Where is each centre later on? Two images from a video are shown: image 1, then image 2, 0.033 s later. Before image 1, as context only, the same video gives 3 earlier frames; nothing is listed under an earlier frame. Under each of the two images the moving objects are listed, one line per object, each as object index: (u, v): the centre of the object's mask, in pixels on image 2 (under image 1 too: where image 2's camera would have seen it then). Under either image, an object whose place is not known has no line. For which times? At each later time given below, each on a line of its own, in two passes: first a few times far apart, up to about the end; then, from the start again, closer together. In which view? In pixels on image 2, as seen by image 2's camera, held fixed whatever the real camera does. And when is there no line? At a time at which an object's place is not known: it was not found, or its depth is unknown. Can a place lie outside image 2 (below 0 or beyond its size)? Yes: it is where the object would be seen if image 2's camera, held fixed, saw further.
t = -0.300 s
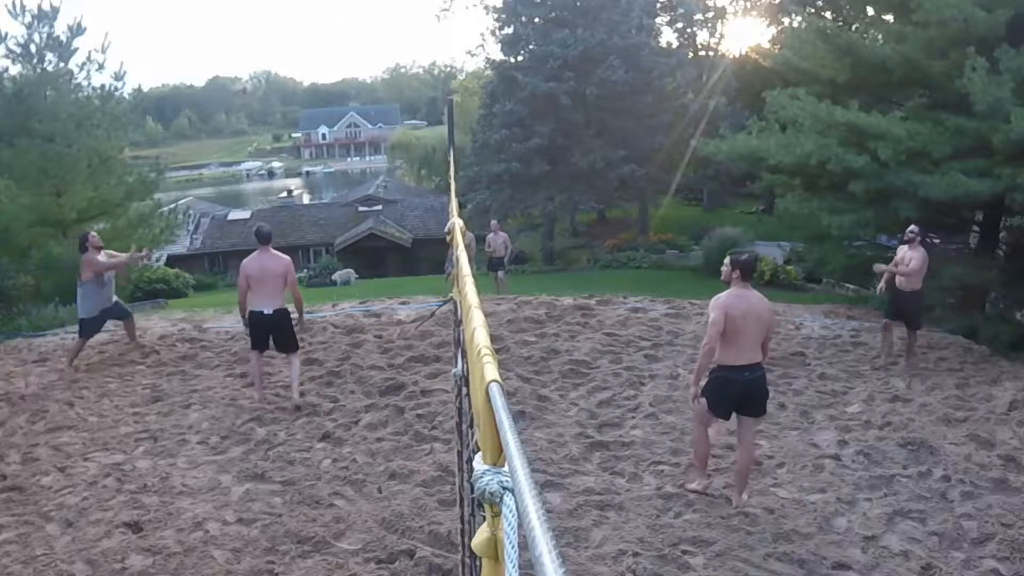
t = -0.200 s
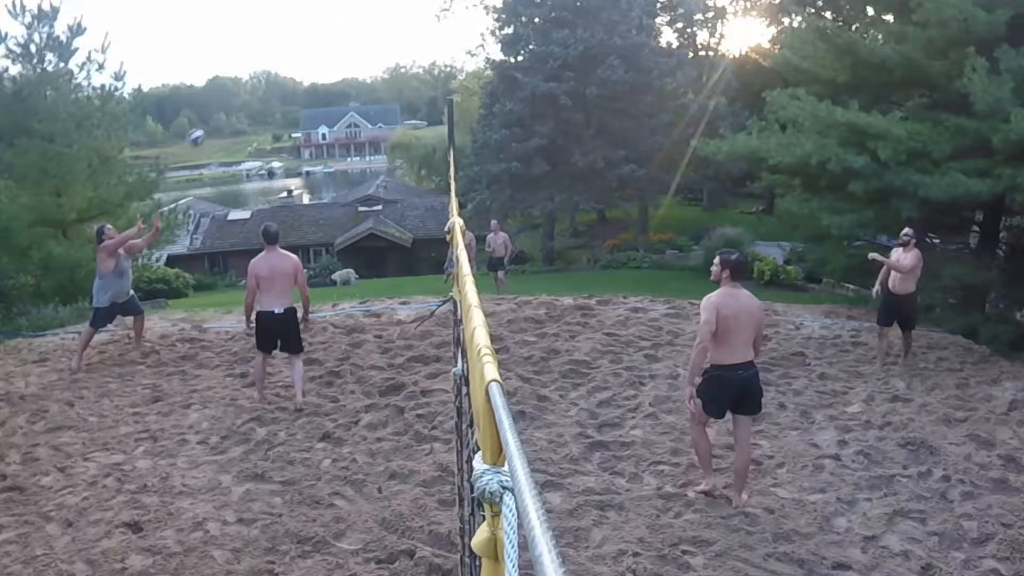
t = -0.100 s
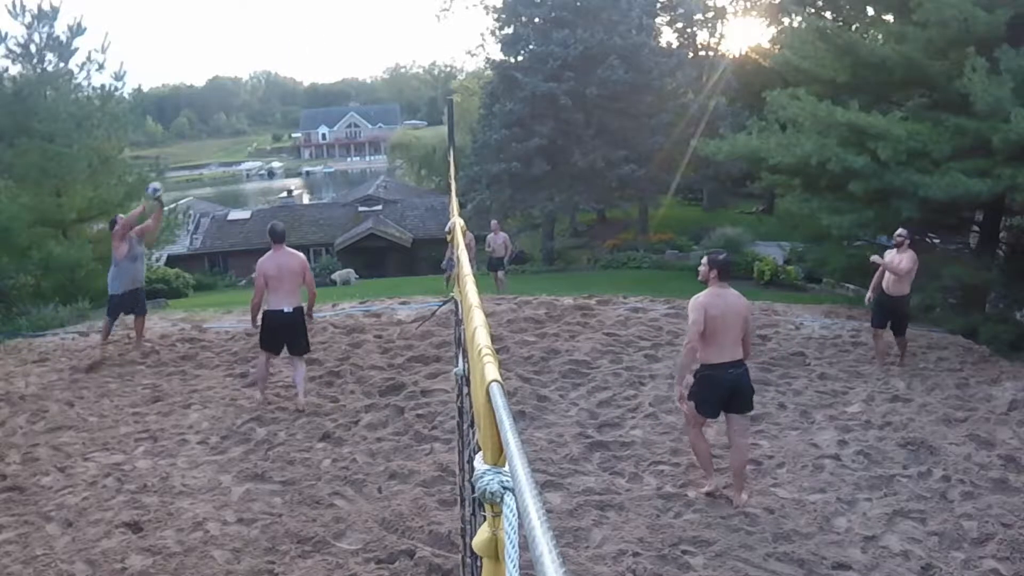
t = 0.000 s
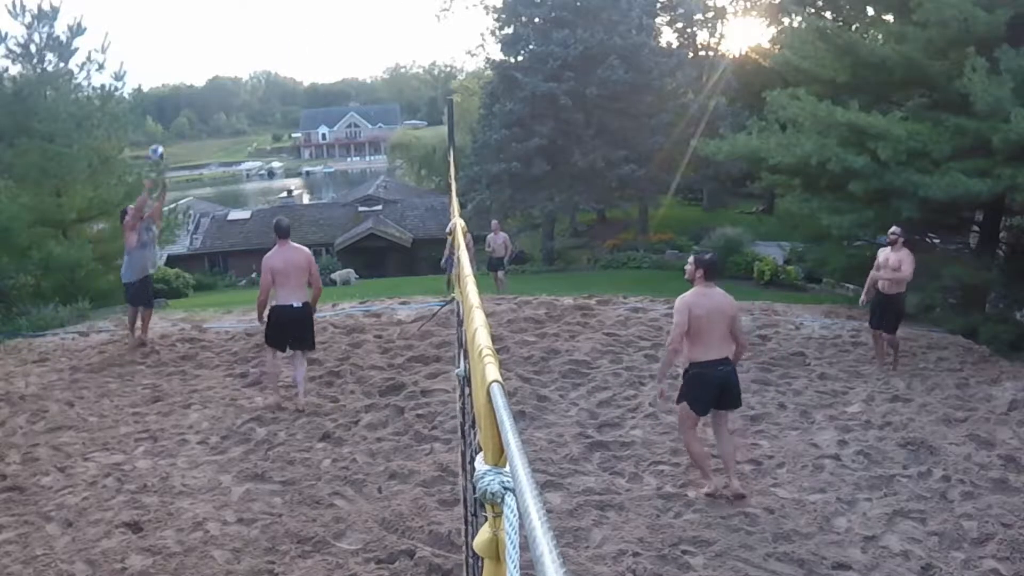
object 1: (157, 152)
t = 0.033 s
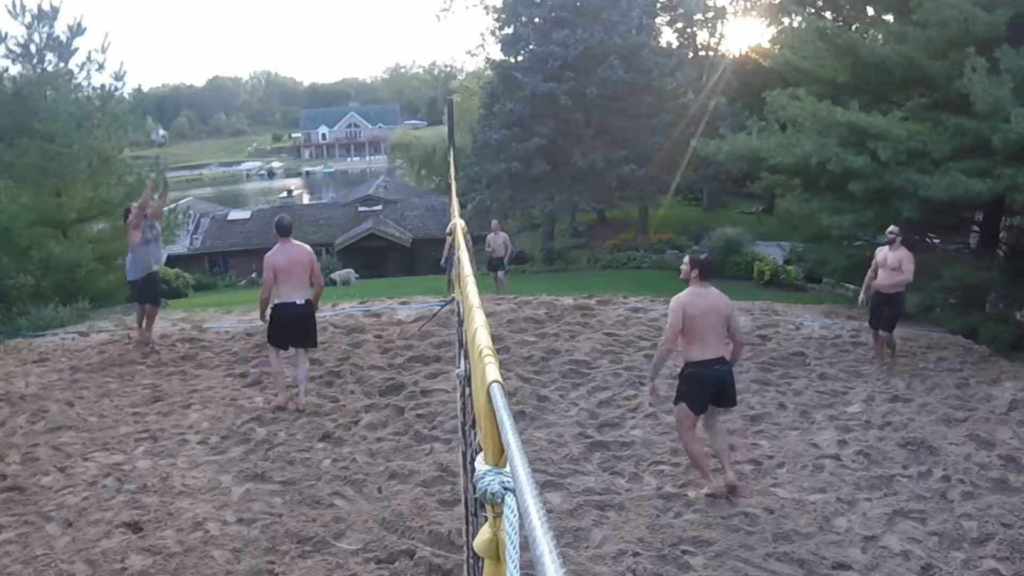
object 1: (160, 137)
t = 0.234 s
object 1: (182, 60)
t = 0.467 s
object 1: (218, 7)
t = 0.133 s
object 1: (170, 94)
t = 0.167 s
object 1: (173, 83)
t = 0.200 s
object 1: (177, 72)
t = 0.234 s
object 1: (182, 60)
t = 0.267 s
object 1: (187, 50)
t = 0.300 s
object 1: (191, 40)
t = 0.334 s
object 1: (196, 31)
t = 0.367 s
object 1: (202, 24)
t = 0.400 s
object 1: (207, 17)
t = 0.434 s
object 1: (212, 11)
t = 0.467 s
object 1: (218, 7)
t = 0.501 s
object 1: (223, 4)
